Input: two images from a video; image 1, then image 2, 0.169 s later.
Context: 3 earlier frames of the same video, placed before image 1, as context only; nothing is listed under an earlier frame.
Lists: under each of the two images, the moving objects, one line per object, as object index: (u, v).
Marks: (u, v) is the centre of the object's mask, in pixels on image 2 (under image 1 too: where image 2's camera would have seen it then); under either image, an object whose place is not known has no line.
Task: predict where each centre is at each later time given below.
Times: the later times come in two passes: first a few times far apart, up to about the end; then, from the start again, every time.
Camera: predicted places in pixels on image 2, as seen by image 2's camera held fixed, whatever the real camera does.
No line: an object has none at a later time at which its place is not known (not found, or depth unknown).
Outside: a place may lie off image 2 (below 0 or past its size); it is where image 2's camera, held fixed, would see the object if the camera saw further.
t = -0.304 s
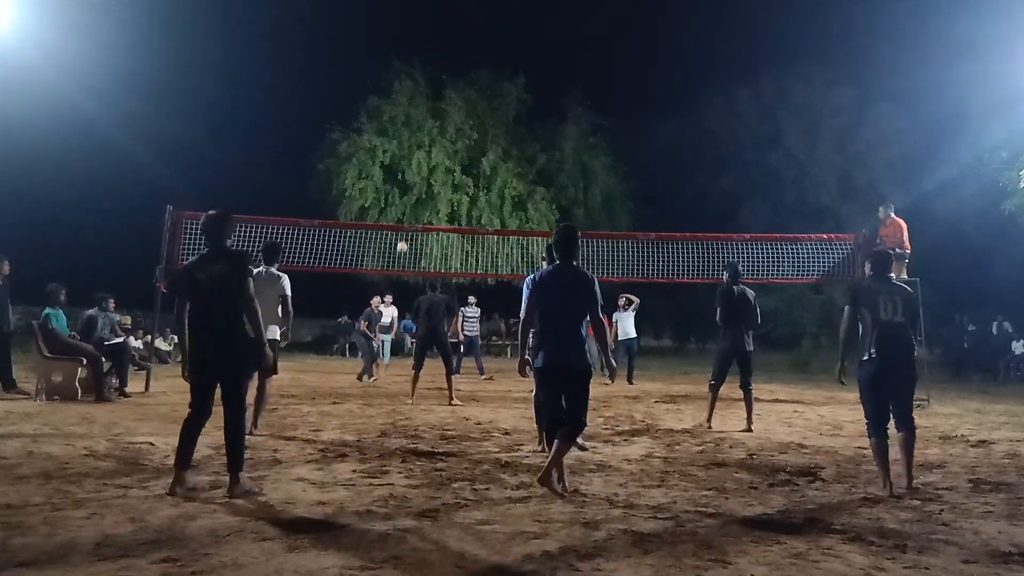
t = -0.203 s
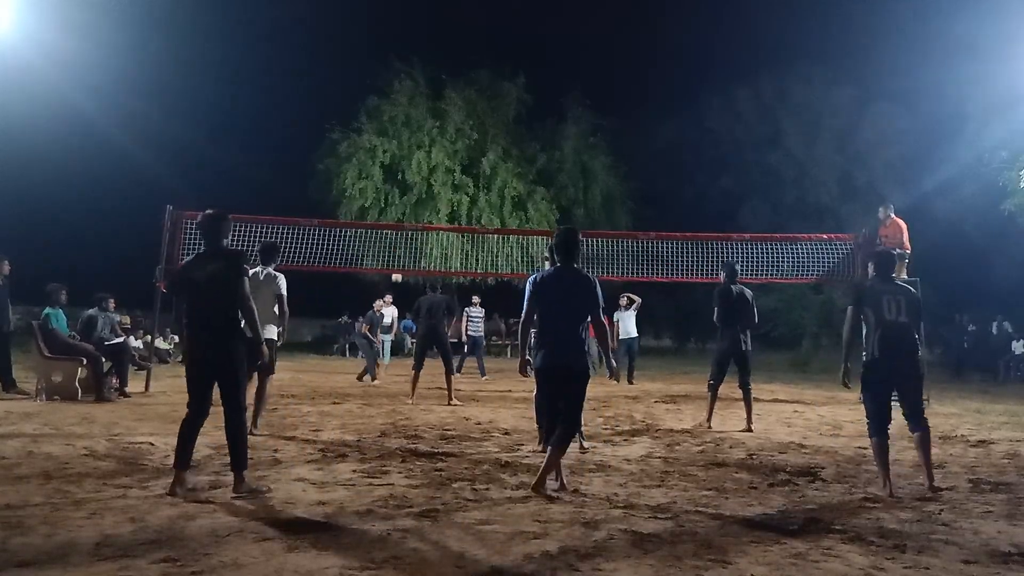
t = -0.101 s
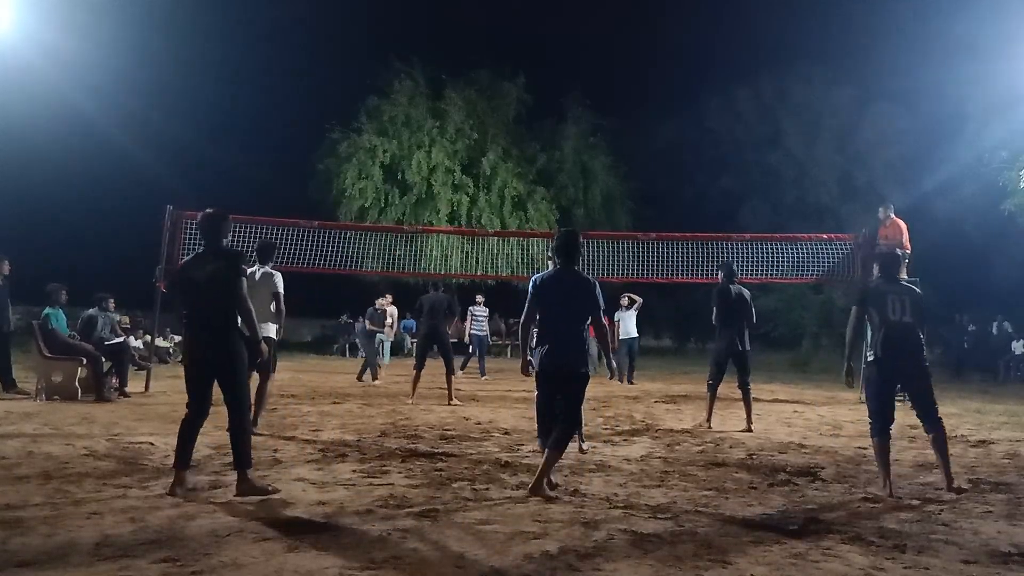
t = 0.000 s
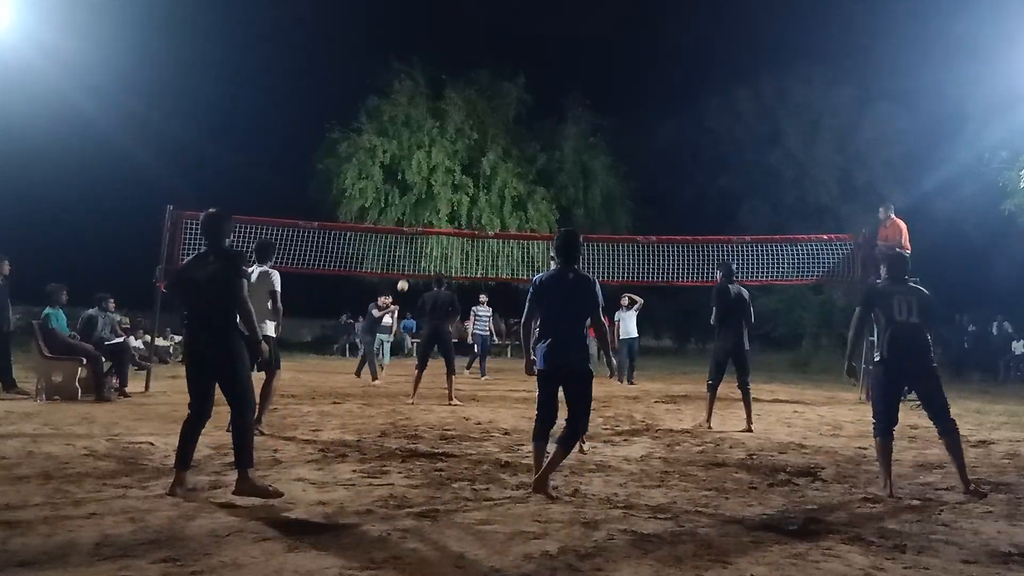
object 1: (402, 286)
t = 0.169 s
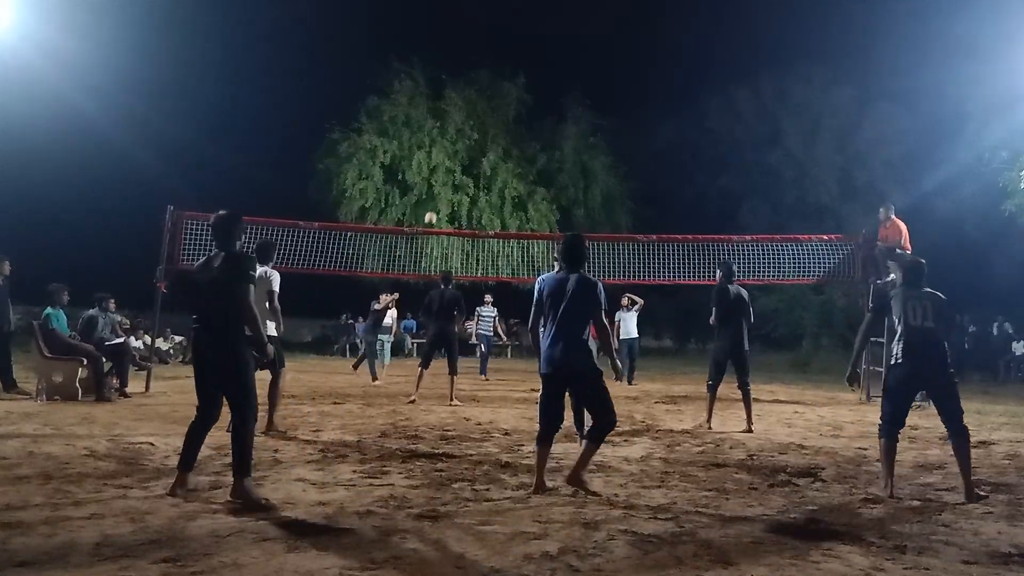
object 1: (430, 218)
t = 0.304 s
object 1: (454, 169)
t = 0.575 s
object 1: (508, 94)
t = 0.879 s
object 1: (586, 57)
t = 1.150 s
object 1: (682, 97)
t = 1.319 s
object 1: (763, 179)
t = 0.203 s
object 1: (436, 205)
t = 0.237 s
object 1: (442, 192)
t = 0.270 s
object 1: (448, 181)
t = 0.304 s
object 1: (454, 169)
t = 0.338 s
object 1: (460, 158)
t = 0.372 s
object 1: (466, 147)
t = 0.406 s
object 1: (472, 137)
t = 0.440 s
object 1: (479, 127)
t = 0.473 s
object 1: (486, 118)
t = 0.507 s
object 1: (493, 110)
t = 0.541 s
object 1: (501, 101)
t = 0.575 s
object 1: (508, 94)
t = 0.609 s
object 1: (516, 86)
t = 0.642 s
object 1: (523, 81)
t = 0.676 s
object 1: (532, 75)
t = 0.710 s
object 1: (540, 70)
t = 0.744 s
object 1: (548, 65)
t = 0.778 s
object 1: (557, 62)
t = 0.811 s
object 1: (566, 60)
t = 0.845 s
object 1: (576, 58)
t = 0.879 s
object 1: (586, 57)
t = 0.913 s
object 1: (596, 58)
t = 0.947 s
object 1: (607, 60)
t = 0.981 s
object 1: (618, 63)
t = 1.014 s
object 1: (630, 67)
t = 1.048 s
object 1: (642, 72)
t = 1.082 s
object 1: (655, 79)
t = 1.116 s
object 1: (668, 87)
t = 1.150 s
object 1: (682, 97)
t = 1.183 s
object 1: (696, 109)
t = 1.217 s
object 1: (711, 123)
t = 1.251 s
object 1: (727, 140)
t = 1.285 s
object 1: (744, 157)
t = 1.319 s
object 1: (763, 179)
